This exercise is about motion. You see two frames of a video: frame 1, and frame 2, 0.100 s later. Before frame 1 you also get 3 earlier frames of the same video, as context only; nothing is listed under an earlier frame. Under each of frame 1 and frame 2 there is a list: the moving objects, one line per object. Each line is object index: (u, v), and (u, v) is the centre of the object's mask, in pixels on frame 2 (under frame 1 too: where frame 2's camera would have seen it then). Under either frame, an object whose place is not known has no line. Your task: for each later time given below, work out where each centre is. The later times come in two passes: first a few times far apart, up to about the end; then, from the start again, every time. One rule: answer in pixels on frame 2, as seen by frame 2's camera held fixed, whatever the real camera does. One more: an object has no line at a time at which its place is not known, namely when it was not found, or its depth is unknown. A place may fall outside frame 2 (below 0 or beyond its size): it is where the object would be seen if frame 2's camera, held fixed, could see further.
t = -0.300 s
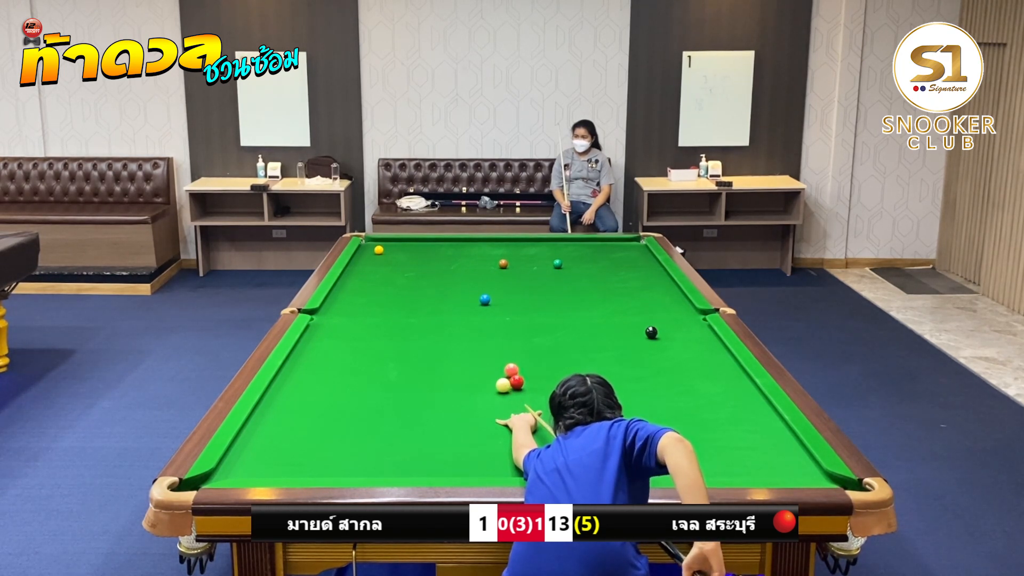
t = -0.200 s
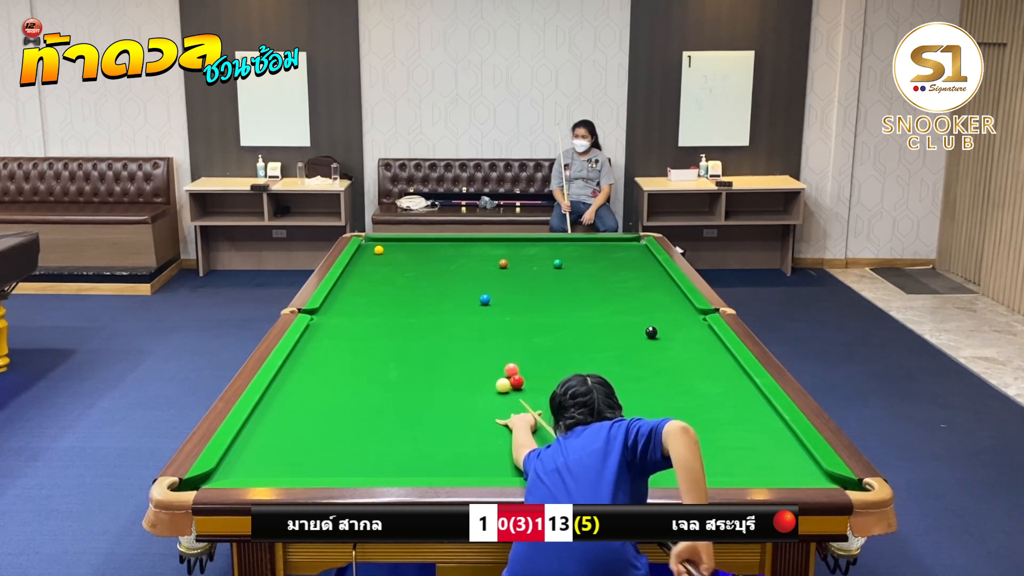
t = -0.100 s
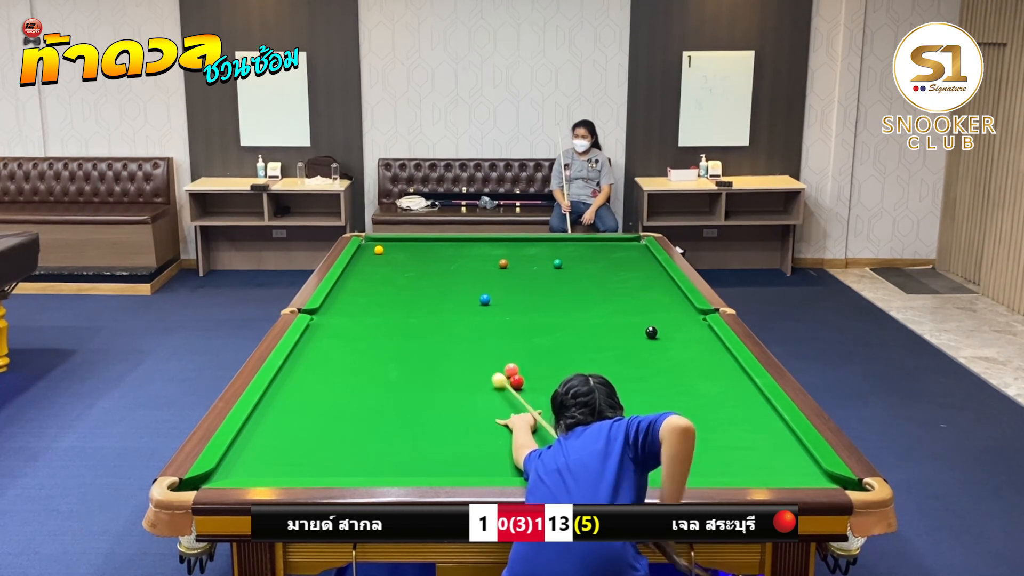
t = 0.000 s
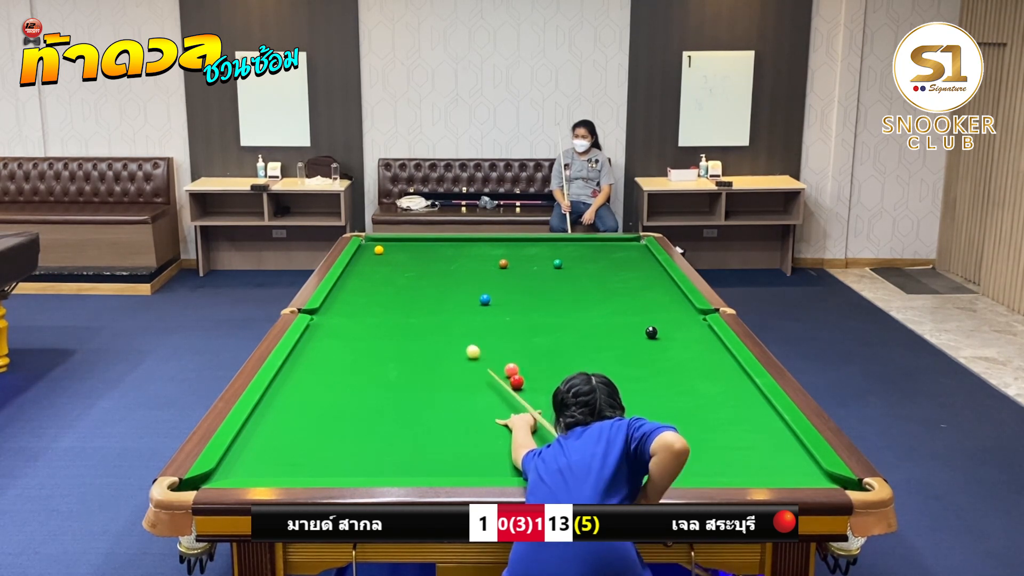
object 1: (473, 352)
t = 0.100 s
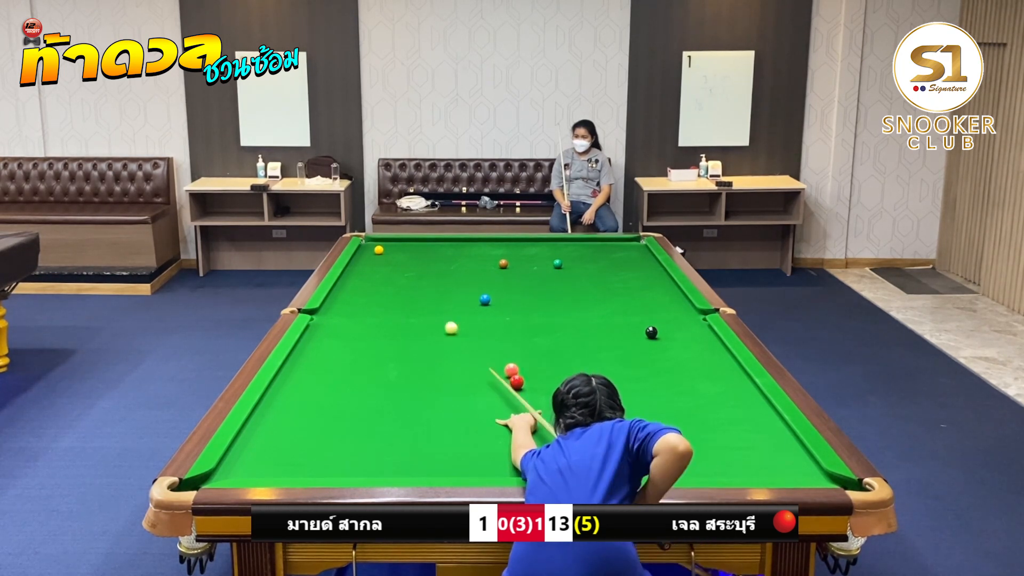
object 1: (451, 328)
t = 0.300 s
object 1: (416, 290)
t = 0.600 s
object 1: (383, 251)
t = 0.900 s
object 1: (401, 245)
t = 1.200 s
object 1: (405, 242)
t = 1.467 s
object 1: (404, 248)
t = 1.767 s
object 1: (403, 254)
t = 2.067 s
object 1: (402, 261)
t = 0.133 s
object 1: (445, 321)
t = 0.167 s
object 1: (438, 314)
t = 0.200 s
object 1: (432, 308)
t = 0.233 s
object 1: (427, 301)
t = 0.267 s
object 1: (421, 296)
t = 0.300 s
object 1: (416, 290)
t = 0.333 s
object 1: (411, 285)
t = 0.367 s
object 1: (407, 280)
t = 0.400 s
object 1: (402, 275)
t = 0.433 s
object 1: (398, 270)
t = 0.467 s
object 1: (394, 265)
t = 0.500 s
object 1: (390, 261)
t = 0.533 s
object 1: (386, 257)
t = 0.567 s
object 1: (383, 253)
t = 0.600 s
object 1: (383, 251)
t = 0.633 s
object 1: (386, 251)
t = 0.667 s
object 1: (388, 250)
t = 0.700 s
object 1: (390, 250)
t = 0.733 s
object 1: (393, 249)
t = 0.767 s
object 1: (394, 248)
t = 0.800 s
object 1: (396, 248)
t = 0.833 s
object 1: (398, 247)
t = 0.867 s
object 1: (399, 246)
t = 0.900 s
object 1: (401, 245)
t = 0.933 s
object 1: (402, 244)
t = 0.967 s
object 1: (403, 243)
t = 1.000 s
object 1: (404, 242)
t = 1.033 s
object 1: (405, 241)
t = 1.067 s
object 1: (405, 240)
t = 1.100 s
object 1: (406, 239)
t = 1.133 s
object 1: (406, 240)
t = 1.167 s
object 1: (405, 241)
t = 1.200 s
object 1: (405, 242)
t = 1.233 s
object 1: (405, 243)
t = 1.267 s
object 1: (405, 244)
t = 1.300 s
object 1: (405, 244)
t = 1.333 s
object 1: (405, 245)
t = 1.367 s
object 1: (405, 246)
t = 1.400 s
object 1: (404, 246)
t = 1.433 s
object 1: (404, 247)
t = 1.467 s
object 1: (404, 248)
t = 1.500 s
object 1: (404, 248)
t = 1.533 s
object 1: (404, 249)
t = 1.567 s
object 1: (404, 250)
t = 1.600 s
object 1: (404, 251)
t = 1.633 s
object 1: (404, 251)
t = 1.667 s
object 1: (403, 252)
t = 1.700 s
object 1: (403, 253)
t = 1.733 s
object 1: (403, 253)
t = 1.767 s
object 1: (403, 254)
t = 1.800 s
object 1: (403, 255)
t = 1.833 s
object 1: (403, 256)
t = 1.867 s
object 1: (403, 256)
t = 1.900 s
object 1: (403, 257)
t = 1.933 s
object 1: (402, 258)
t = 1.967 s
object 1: (402, 258)
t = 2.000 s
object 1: (402, 259)
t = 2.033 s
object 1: (402, 260)
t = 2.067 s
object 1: (402, 261)
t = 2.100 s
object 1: (402, 261)
